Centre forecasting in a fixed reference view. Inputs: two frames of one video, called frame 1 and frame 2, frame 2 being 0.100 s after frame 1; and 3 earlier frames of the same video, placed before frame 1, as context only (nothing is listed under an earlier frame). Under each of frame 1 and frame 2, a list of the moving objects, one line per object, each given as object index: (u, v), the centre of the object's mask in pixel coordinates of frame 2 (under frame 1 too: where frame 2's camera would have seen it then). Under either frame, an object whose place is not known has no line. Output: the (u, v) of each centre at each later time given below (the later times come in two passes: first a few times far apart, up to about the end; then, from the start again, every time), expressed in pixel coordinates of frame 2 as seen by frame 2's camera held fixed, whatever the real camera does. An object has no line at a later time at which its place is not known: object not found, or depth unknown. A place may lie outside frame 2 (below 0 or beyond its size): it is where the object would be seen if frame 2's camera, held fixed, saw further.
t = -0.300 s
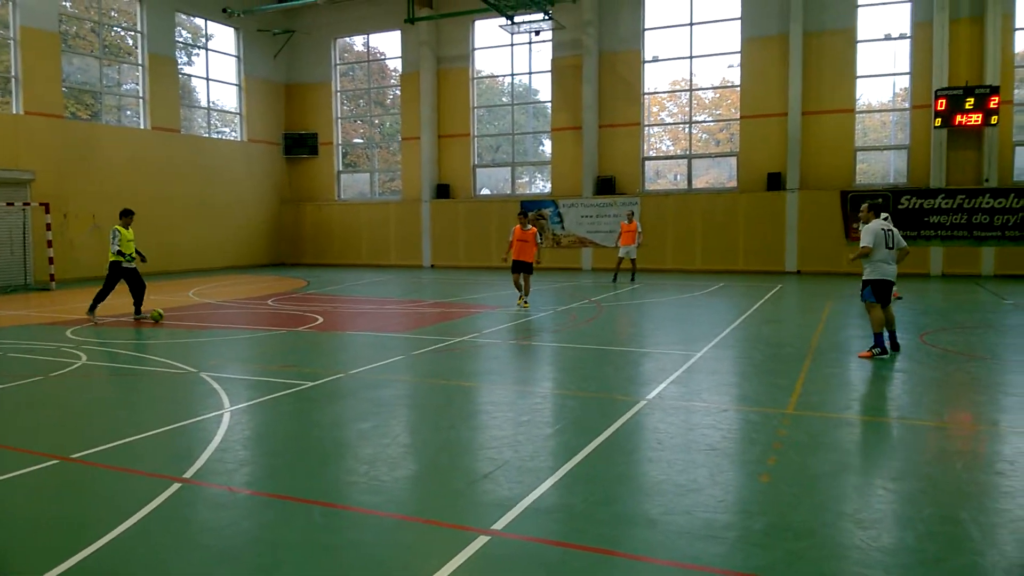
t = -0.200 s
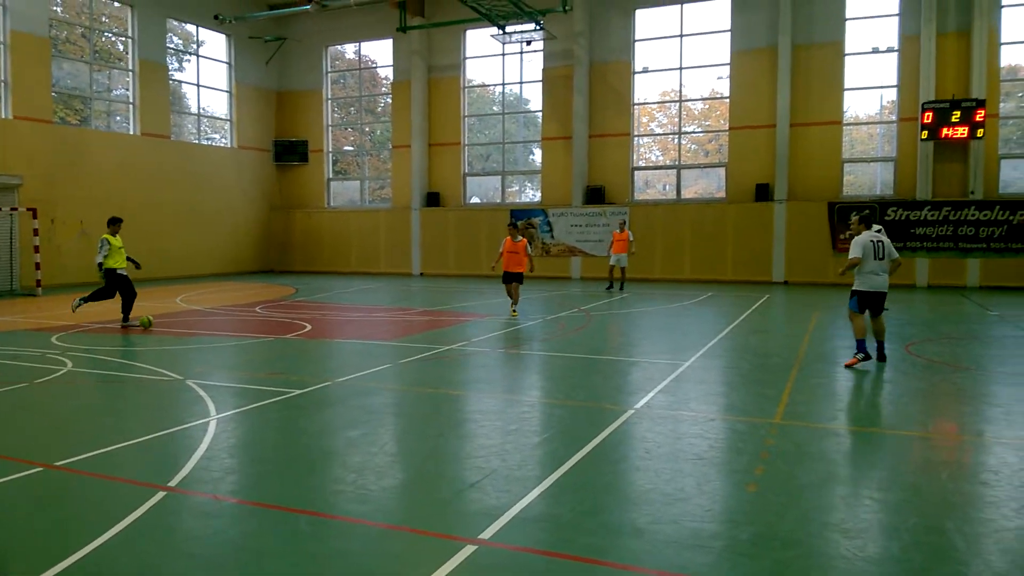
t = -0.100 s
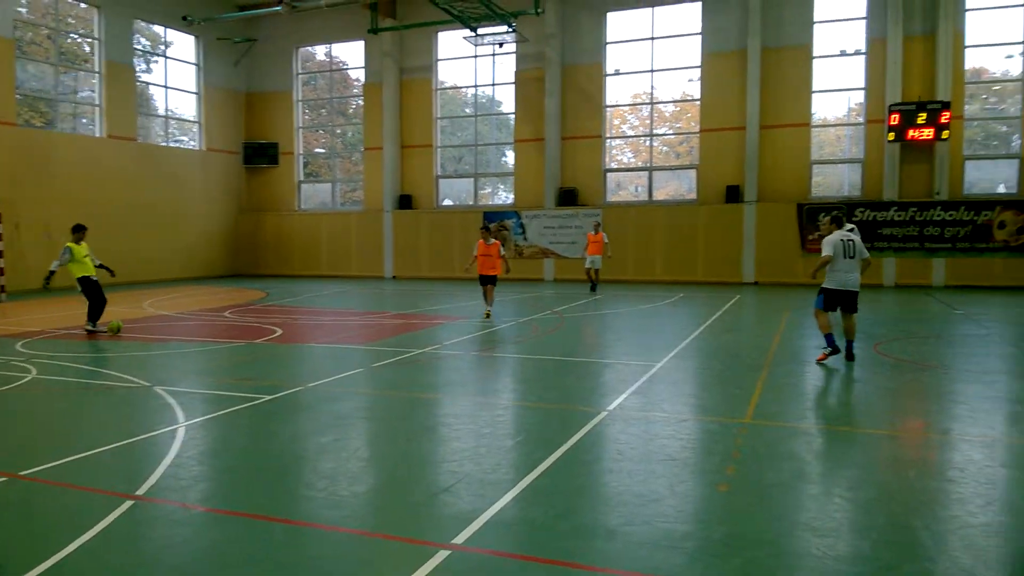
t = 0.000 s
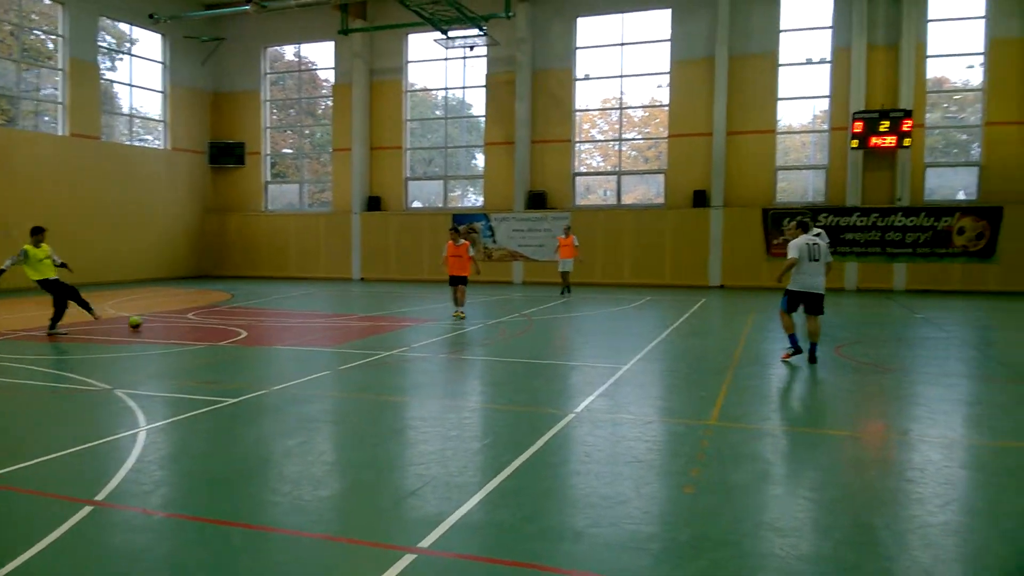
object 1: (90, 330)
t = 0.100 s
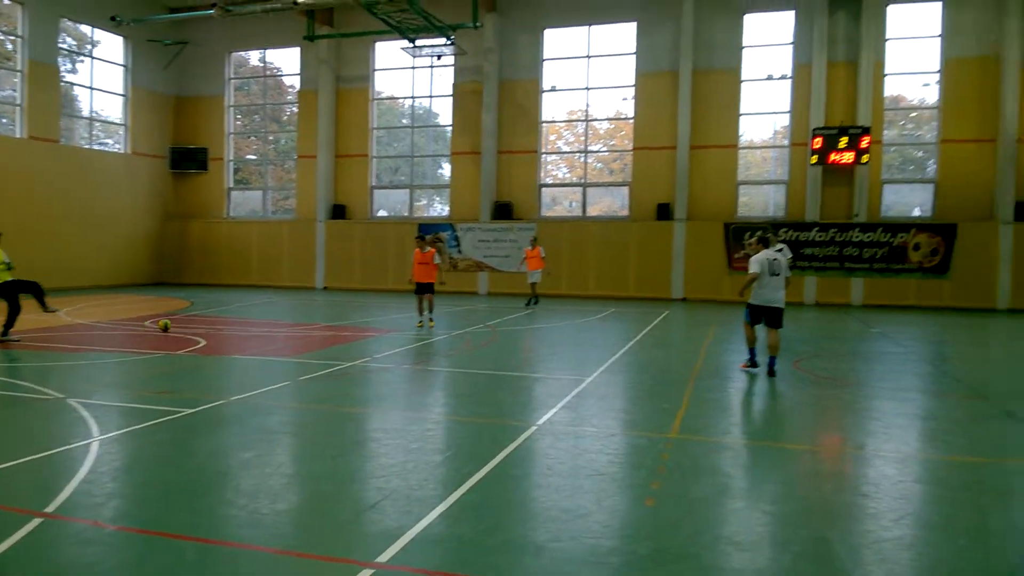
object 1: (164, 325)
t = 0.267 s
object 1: (262, 319)
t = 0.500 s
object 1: (358, 311)
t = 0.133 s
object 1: (186, 325)
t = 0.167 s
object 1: (207, 323)
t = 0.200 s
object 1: (227, 321)
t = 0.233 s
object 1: (244, 321)
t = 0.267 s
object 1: (262, 319)
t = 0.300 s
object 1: (277, 317)
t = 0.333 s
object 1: (292, 316)
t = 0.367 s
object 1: (307, 315)
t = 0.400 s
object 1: (321, 314)
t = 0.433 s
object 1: (333, 312)
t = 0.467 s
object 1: (346, 311)
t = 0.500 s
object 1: (358, 311)
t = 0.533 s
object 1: (369, 310)
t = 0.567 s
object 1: (380, 310)
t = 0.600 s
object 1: (390, 309)
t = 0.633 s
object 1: (400, 308)
